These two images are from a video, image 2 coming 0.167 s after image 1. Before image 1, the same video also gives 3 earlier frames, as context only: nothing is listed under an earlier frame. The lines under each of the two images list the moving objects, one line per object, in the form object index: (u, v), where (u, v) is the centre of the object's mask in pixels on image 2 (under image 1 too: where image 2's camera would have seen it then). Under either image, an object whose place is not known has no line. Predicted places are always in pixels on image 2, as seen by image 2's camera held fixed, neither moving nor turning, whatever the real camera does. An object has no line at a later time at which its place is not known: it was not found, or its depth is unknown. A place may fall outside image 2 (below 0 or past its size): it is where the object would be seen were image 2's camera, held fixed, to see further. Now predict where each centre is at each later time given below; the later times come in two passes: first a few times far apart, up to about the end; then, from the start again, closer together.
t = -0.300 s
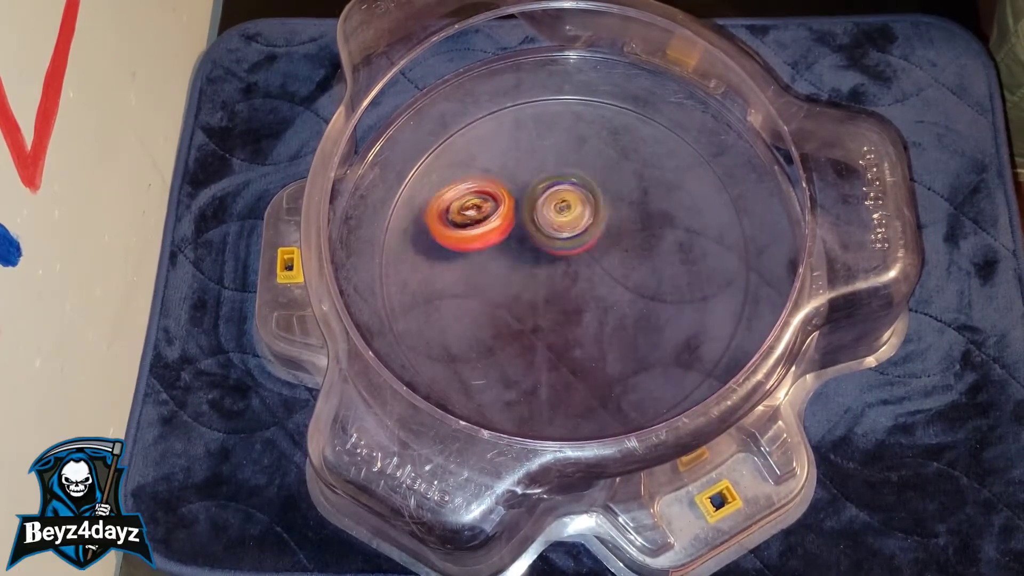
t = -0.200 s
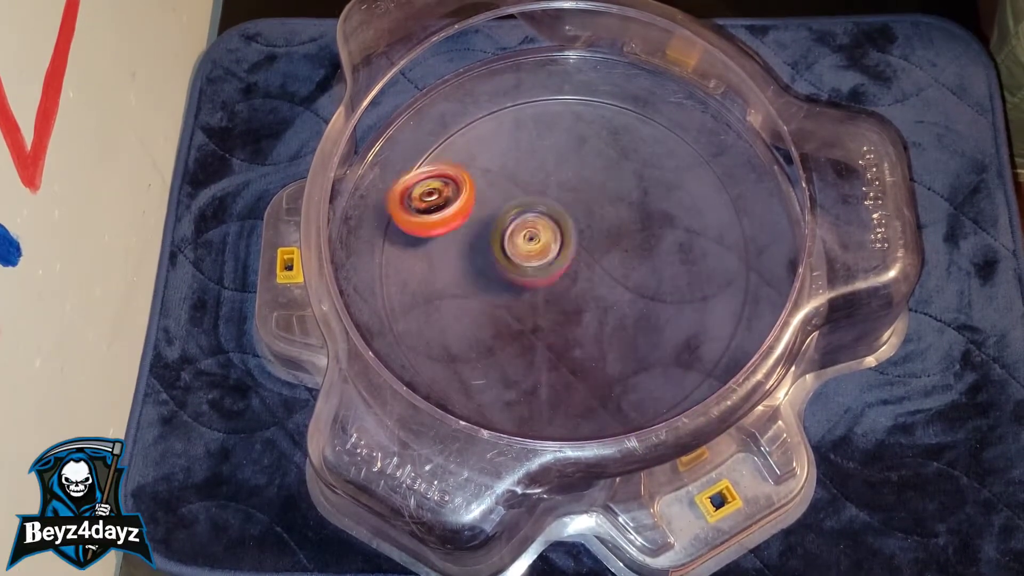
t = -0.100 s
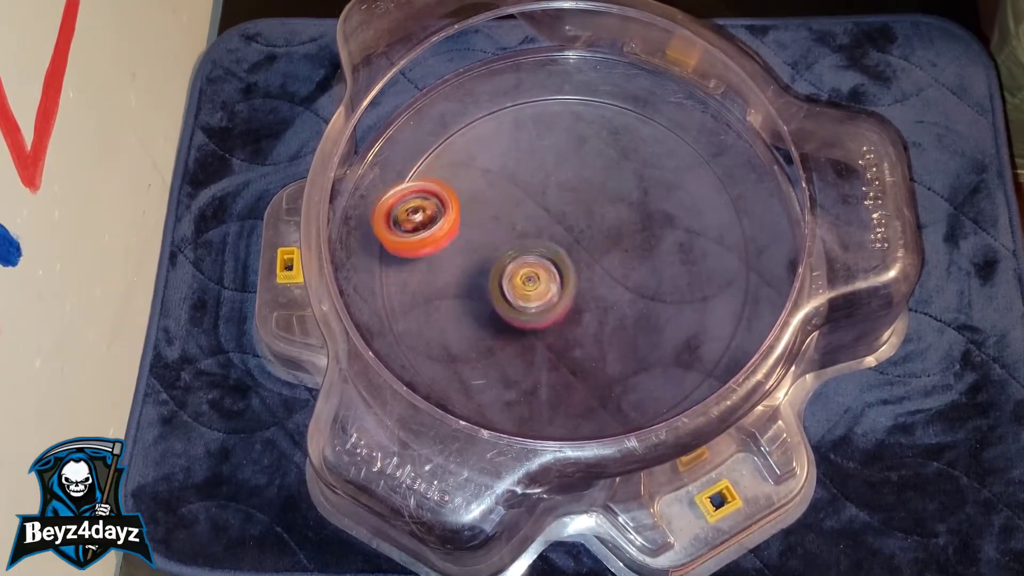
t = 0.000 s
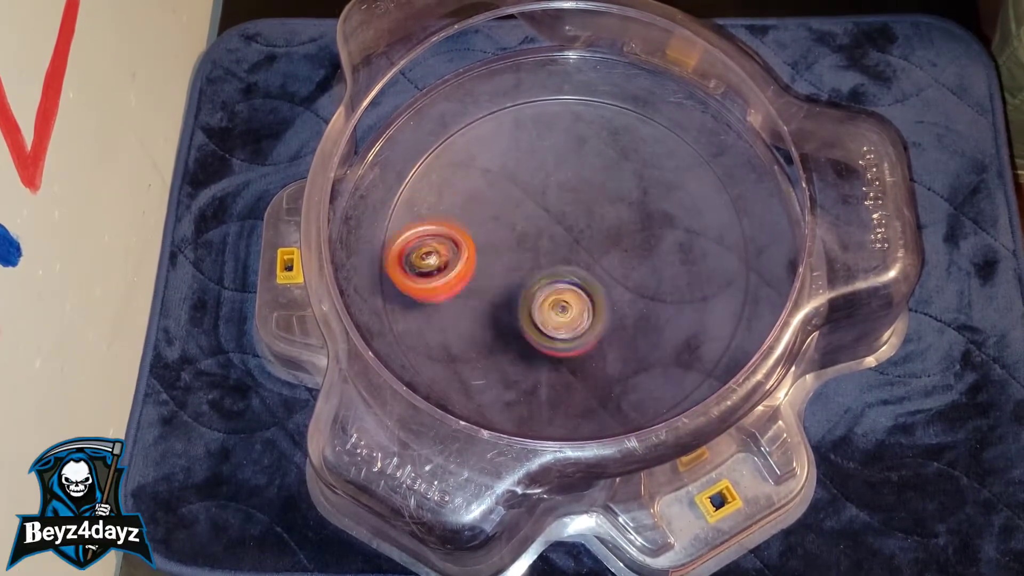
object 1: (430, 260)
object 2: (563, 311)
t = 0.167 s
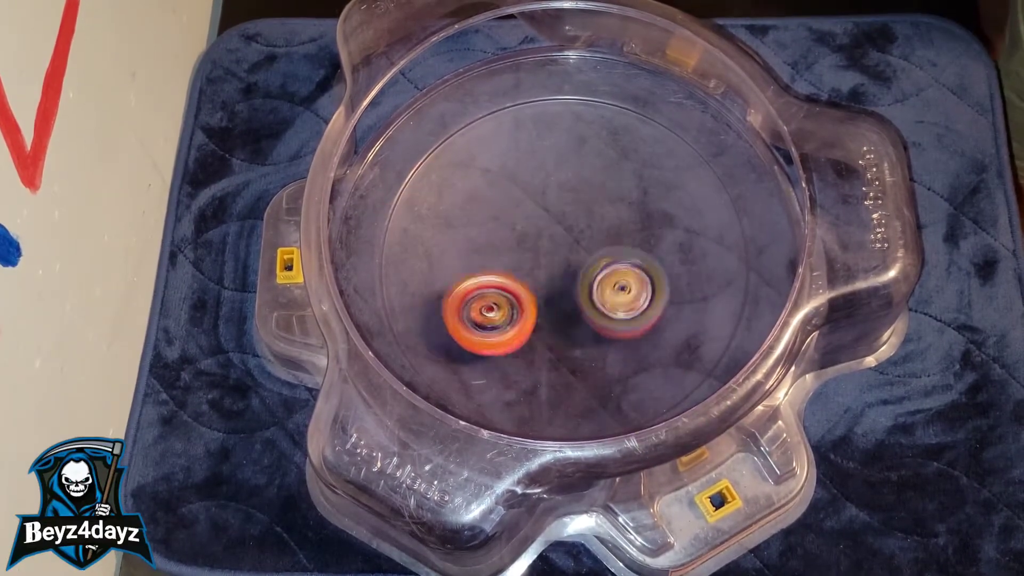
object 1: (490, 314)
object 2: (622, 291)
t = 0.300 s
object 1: (532, 317)
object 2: (616, 241)
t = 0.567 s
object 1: (456, 342)
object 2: (539, 168)
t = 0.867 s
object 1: (464, 354)
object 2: (492, 232)
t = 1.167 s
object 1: (469, 327)
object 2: (679, 180)
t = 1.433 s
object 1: (515, 264)
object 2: (605, 124)
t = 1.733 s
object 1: (545, 277)
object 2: (586, 197)
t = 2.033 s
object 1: (596, 313)
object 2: (644, 208)
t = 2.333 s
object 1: (599, 317)
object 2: (626, 211)
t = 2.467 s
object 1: (573, 320)
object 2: (603, 232)
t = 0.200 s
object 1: (504, 318)
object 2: (627, 279)
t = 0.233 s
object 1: (516, 319)
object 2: (628, 267)
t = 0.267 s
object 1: (526, 319)
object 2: (623, 253)
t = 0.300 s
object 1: (532, 317)
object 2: (616, 241)
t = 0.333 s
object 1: (533, 313)
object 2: (605, 232)
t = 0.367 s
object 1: (531, 308)
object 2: (592, 224)
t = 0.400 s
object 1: (529, 303)
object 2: (576, 221)
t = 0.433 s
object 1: (521, 300)
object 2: (563, 219)
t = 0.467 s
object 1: (499, 315)
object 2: (564, 200)
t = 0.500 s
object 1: (480, 327)
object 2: (559, 188)
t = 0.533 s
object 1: (465, 336)
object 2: (551, 178)
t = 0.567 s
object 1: (456, 342)
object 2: (539, 168)
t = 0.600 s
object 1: (452, 346)
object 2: (527, 163)
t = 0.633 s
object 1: (450, 352)
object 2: (514, 163)
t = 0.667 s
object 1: (449, 355)
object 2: (504, 166)
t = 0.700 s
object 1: (448, 357)
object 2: (494, 172)
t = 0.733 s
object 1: (448, 360)
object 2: (485, 181)
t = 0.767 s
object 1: (451, 362)
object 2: (480, 192)
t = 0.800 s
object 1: (455, 360)
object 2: (480, 205)
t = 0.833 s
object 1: (458, 358)
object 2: (484, 219)
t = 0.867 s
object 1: (464, 354)
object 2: (492, 232)
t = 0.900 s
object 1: (472, 346)
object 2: (503, 243)
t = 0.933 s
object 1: (480, 338)
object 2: (518, 253)
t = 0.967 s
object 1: (477, 335)
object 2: (539, 256)
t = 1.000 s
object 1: (469, 337)
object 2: (571, 251)
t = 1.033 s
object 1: (467, 337)
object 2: (600, 243)
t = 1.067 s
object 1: (465, 336)
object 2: (625, 232)
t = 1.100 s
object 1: (465, 335)
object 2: (647, 217)
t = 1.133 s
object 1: (467, 332)
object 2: (665, 199)
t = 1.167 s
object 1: (469, 327)
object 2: (679, 180)
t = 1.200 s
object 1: (474, 321)
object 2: (687, 160)
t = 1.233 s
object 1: (478, 314)
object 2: (689, 141)
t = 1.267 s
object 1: (484, 307)
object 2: (676, 131)
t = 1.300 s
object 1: (489, 297)
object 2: (656, 130)
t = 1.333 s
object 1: (496, 289)
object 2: (642, 124)
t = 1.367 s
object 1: (502, 280)
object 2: (631, 120)
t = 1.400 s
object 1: (509, 273)
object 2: (618, 120)
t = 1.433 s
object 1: (515, 264)
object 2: (605, 124)
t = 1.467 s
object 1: (524, 256)
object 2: (592, 133)
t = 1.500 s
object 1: (530, 248)
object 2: (579, 145)
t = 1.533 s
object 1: (536, 243)
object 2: (570, 159)
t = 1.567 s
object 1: (532, 253)
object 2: (571, 162)
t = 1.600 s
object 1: (530, 261)
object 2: (572, 167)
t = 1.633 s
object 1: (529, 269)
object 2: (573, 173)
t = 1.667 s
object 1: (532, 273)
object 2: (576, 180)
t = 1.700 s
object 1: (536, 276)
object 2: (579, 189)
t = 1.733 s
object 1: (545, 277)
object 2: (586, 197)
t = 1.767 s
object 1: (548, 284)
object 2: (594, 201)
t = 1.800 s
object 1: (550, 290)
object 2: (603, 203)
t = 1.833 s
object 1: (557, 294)
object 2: (612, 206)
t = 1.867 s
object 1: (562, 300)
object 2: (621, 207)
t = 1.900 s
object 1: (568, 303)
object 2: (628, 207)
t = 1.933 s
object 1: (575, 307)
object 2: (634, 207)
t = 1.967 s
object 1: (582, 311)
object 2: (639, 207)
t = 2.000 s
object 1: (587, 313)
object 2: (642, 208)
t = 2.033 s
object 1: (596, 313)
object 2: (644, 208)
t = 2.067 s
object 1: (601, 314)
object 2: (644, 209)
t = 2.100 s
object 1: (606, 311)
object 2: (644, 211)
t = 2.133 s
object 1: (612, 309)
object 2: (643, 213)
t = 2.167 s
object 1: (615, 306)
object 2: (640, 217)
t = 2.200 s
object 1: (611, 309)
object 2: (641, 216)
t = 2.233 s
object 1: (608, 313)
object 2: (640, 213)
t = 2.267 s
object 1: (607, 315)
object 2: (637, 211)
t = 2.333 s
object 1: (599, 317)
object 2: (626, 211)
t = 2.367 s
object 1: (595, 317)
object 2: (618, 214)
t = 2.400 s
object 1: (589, 317)
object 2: (612, 221)
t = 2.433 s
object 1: (584, 315)
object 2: (606, 227)
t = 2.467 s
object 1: (573, 320)
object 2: (603, 232)
